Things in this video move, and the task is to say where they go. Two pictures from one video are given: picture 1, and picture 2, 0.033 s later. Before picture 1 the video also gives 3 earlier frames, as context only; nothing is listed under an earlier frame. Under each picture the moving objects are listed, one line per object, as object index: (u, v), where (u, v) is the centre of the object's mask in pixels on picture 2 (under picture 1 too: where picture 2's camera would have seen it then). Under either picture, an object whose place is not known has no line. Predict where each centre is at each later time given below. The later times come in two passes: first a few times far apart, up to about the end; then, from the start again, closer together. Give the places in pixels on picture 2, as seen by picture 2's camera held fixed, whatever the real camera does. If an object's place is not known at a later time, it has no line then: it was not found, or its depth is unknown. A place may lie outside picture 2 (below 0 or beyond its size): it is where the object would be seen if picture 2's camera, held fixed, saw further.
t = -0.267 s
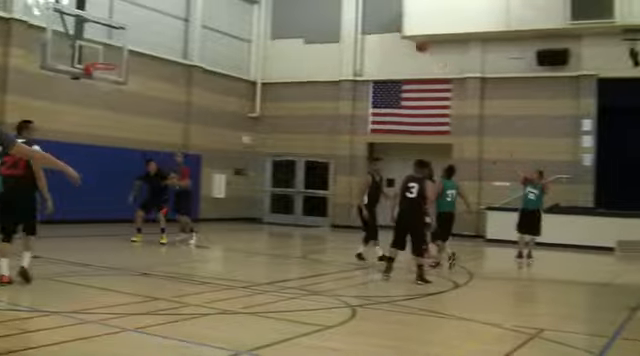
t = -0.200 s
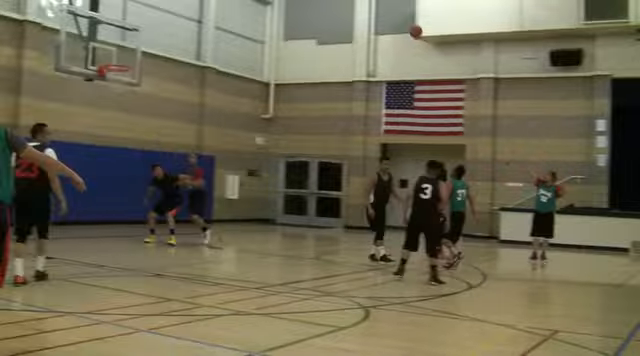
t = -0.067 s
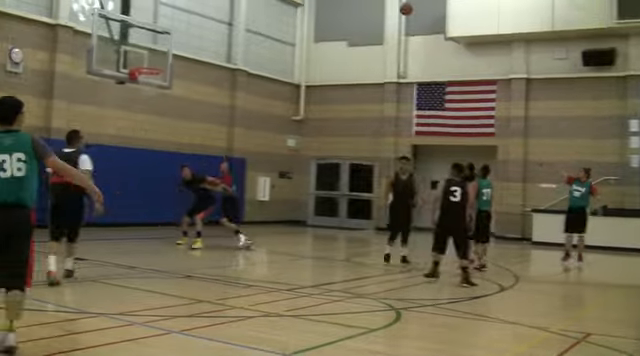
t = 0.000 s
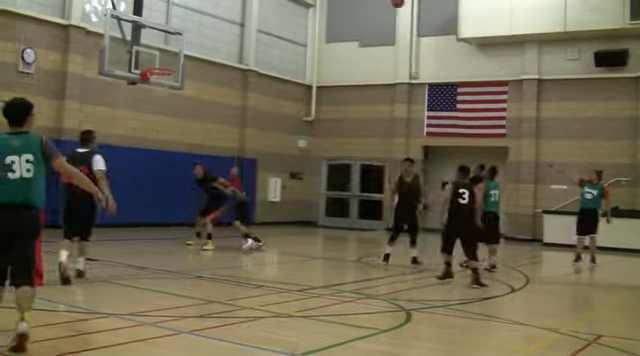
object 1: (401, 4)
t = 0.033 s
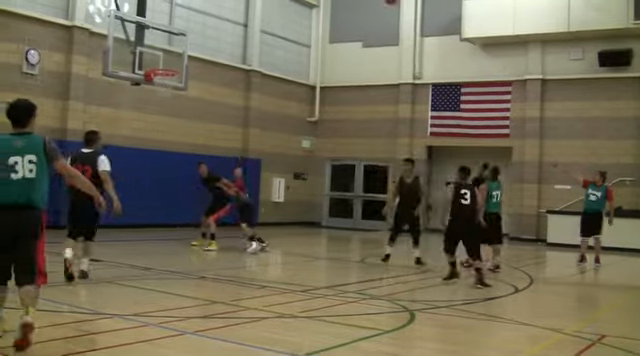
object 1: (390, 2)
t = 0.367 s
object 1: (287, 2)
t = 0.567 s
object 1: (221, 27)
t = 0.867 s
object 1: (157, 101)
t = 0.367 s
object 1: (287, 2)
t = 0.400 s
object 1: (277, 4)
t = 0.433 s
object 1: (266, 6)
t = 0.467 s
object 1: (255, 9)
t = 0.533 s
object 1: (233, 21)
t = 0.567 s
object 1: (221, 27)
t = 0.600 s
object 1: (211, 34)
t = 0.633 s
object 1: (200, 42)
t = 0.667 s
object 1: (189, 50)
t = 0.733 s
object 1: (166, 67)
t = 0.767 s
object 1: (157, 79)
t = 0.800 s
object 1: (157, 86)
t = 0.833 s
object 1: (157, 92)
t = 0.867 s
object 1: (157, 101)
